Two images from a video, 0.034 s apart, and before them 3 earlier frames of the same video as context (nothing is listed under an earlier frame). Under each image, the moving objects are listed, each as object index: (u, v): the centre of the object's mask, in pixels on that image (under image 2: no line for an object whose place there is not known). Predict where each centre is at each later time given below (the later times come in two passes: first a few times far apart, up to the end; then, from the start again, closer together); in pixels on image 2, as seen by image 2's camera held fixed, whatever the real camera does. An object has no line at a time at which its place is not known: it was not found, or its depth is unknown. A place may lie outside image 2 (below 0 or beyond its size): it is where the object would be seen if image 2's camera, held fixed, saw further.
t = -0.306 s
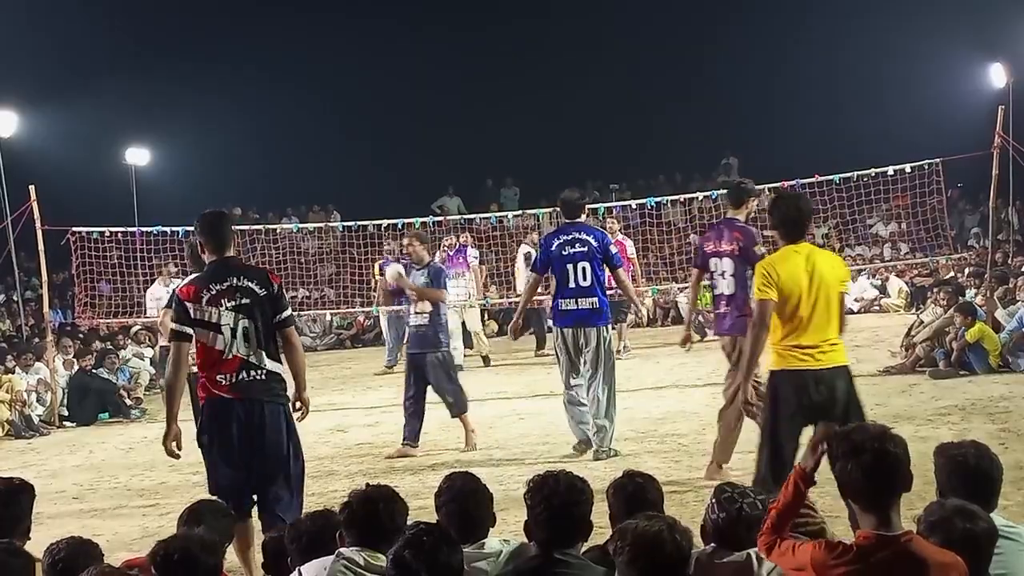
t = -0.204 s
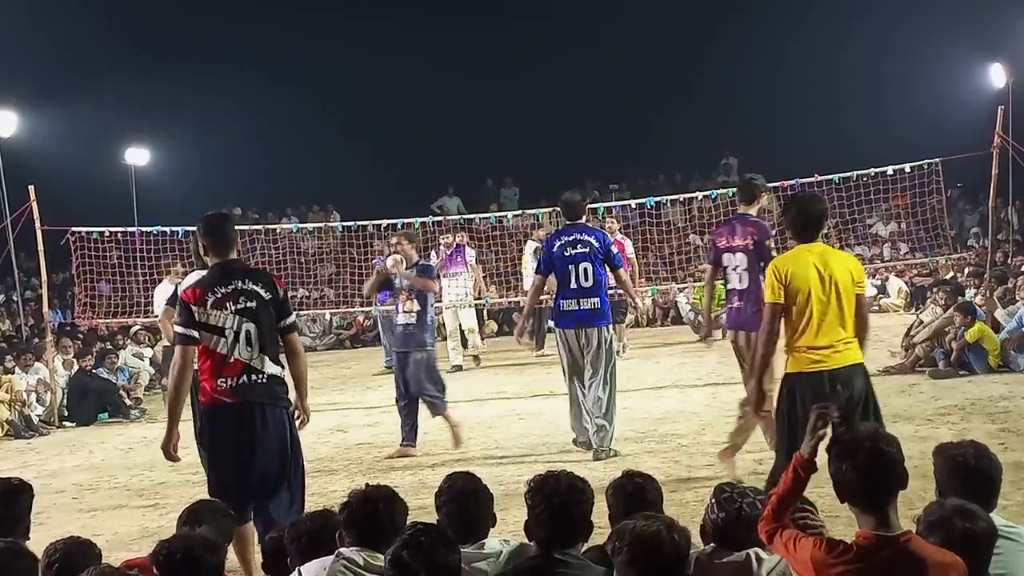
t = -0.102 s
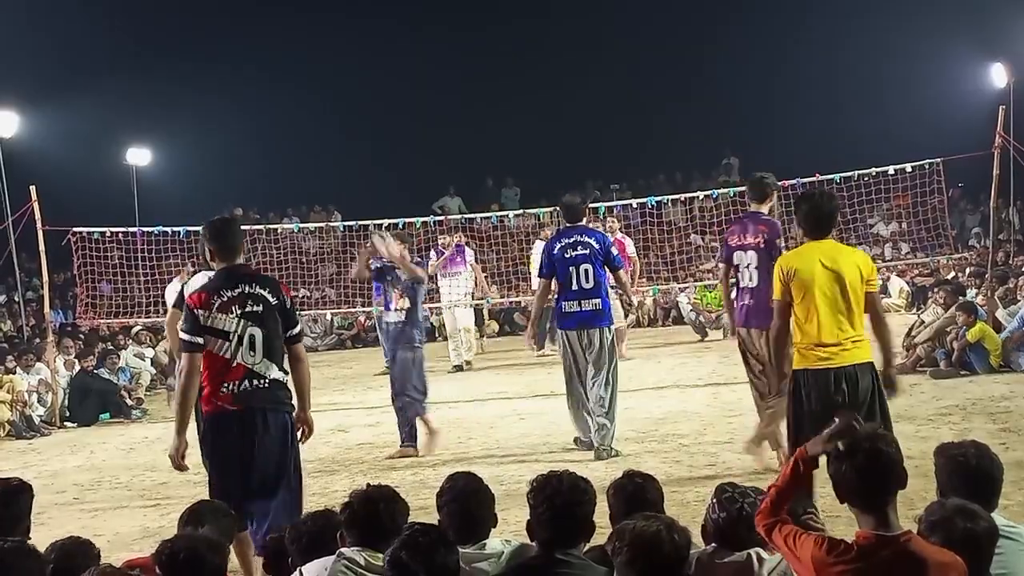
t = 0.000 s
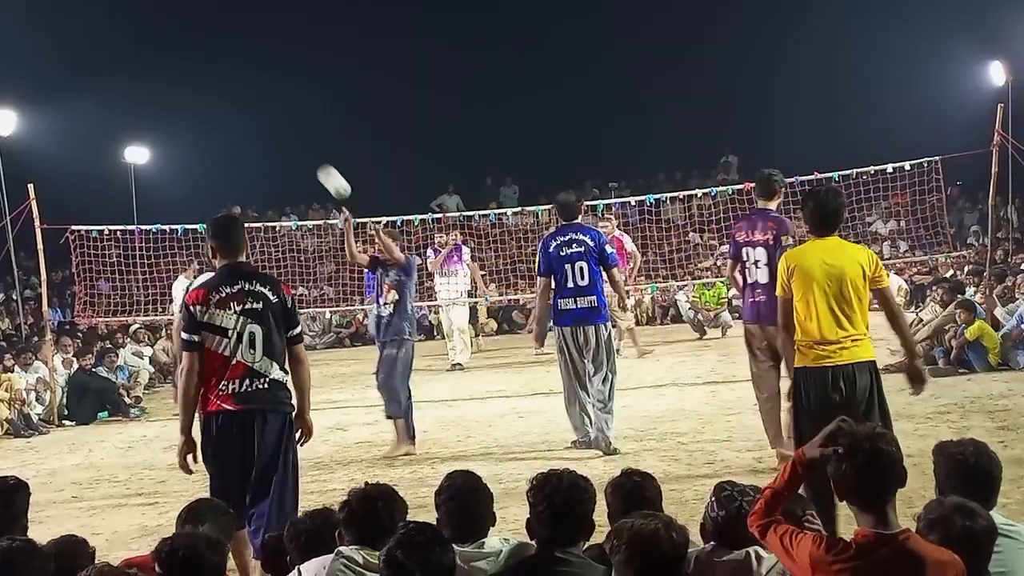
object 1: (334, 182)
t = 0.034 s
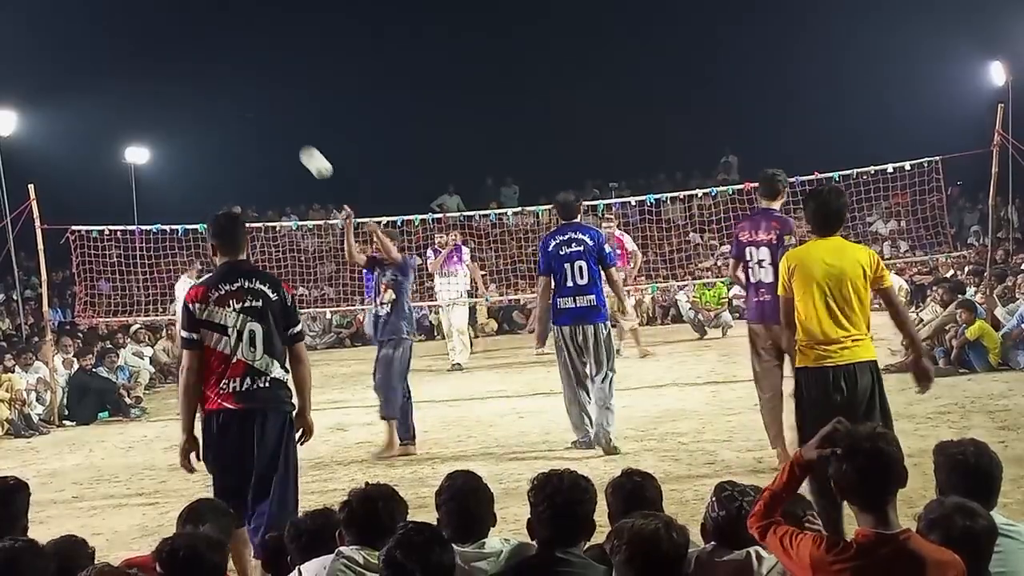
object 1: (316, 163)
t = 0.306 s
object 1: (160, 58)
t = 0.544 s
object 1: (12, 51)
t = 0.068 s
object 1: (297, 145)
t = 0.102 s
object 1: (279, 129)
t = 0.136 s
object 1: (259, 113)
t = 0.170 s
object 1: (241, 99)
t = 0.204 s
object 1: (221, 87)
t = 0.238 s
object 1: (201, 76)
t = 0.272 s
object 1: (181, 66)
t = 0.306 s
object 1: (160, 58)
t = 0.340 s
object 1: (138, 51)
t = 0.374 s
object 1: (118, 47)
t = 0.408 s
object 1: (96, 44)
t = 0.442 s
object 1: (74, 43)
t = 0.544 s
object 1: (12, 51)
